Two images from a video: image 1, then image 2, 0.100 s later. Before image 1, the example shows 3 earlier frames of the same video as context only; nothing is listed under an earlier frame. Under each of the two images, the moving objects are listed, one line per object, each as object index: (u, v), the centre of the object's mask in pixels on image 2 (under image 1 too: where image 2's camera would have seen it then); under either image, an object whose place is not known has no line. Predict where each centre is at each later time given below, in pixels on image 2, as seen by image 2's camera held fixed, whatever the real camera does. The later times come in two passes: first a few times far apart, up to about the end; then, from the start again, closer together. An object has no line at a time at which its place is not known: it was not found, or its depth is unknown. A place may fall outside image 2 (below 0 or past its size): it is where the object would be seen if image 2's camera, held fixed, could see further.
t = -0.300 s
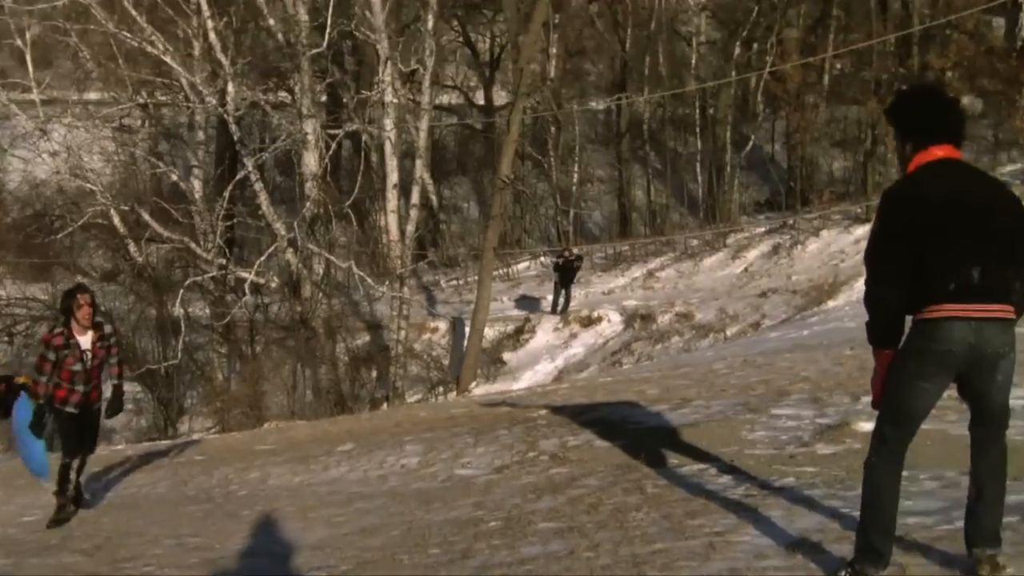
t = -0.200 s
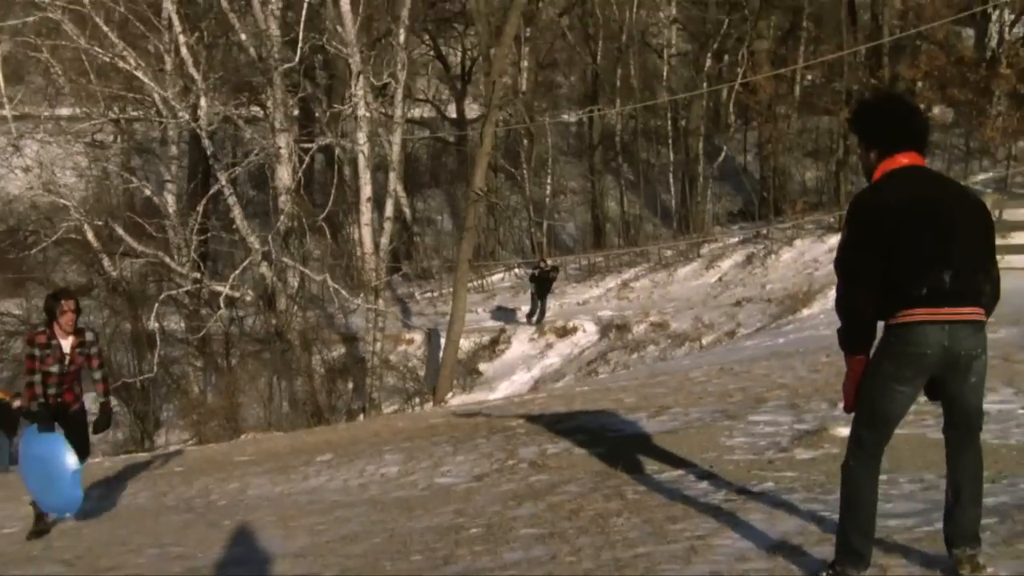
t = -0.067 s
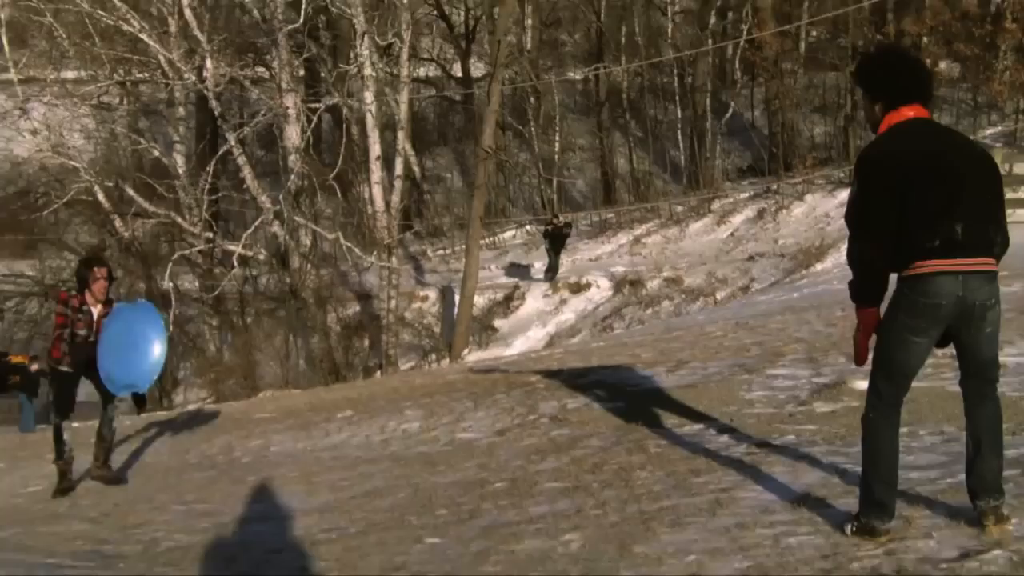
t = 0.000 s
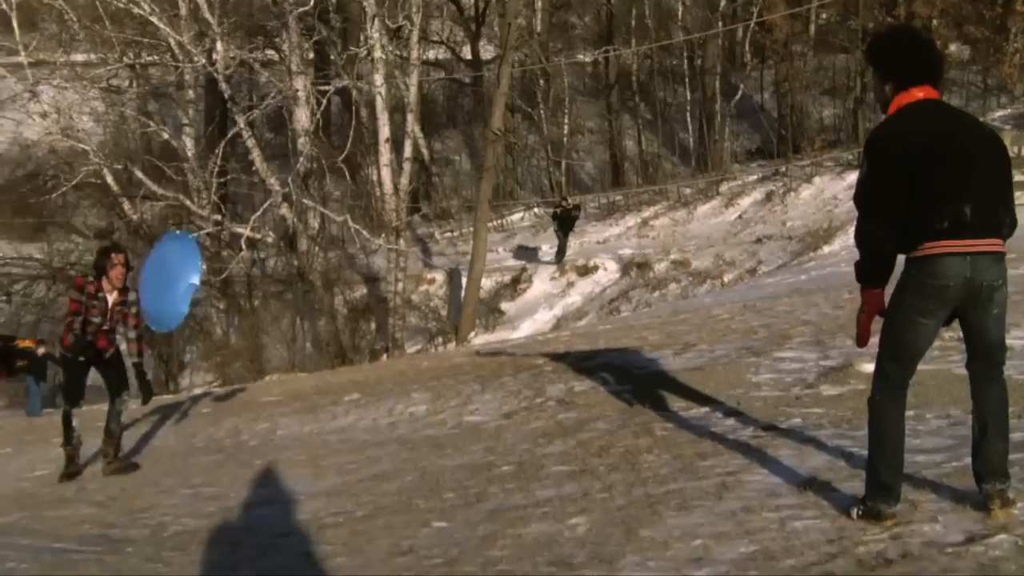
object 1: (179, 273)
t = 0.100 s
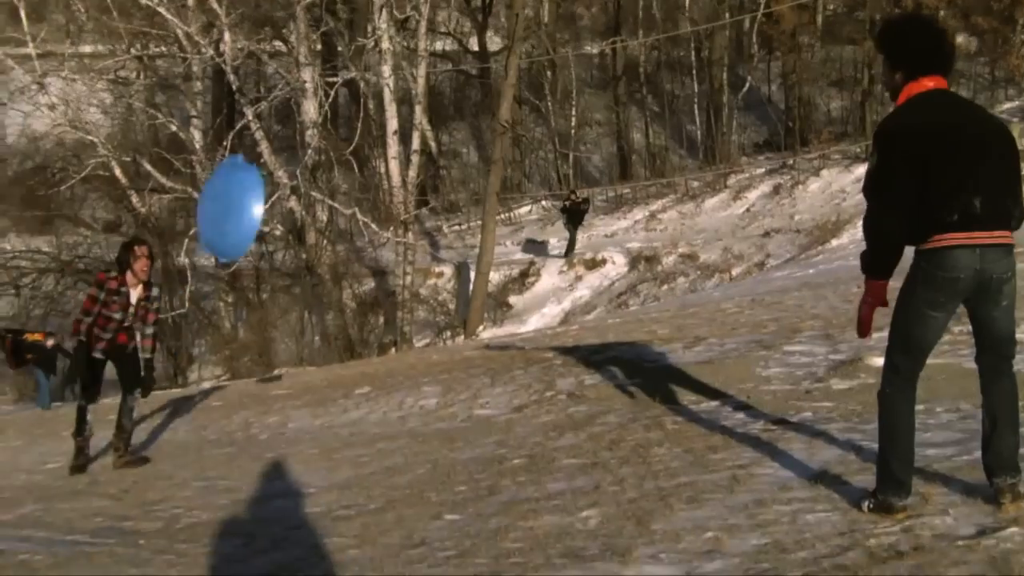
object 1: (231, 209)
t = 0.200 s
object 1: (289, 155)
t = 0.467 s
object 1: (459, 93)
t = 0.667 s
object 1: (603, 135)
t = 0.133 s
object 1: (249, 188)
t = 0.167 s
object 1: (270, 171)
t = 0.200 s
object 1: (289, 155)
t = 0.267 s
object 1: (331, 130)
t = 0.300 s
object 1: (353, 118)
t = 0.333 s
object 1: (374, 109)
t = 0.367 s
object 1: (395, 102)
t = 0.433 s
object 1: (438, 94)
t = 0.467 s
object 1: (459, 93)
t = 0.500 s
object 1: (483, 92)
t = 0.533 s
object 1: (506, 97)
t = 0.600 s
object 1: (553, 110)
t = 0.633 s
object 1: (579, 122)
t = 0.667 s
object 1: (603, 135)
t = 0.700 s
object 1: (628, 149)
